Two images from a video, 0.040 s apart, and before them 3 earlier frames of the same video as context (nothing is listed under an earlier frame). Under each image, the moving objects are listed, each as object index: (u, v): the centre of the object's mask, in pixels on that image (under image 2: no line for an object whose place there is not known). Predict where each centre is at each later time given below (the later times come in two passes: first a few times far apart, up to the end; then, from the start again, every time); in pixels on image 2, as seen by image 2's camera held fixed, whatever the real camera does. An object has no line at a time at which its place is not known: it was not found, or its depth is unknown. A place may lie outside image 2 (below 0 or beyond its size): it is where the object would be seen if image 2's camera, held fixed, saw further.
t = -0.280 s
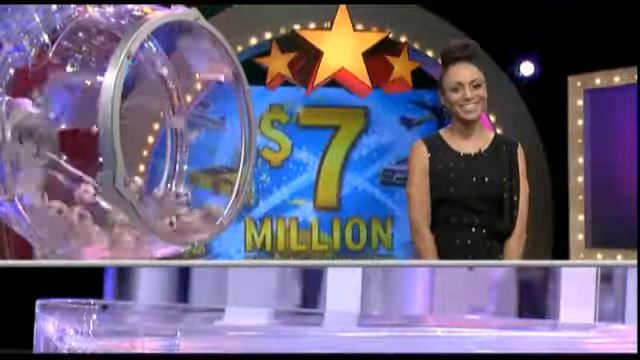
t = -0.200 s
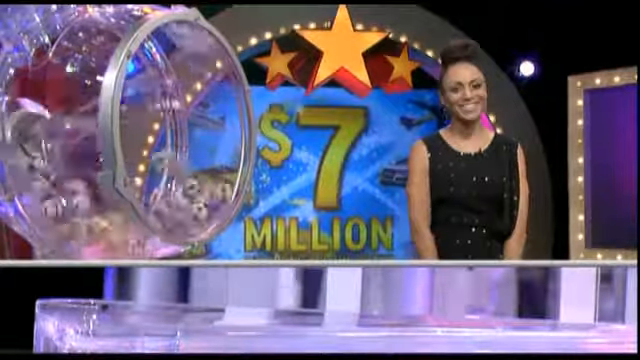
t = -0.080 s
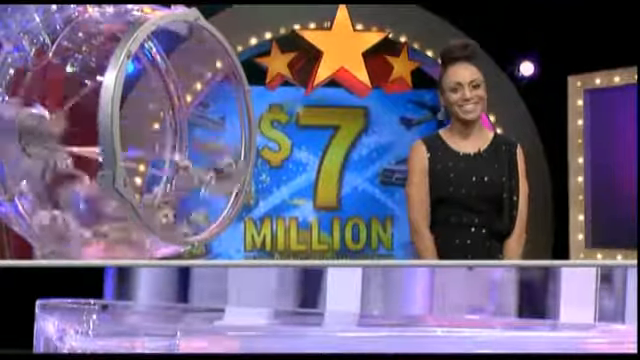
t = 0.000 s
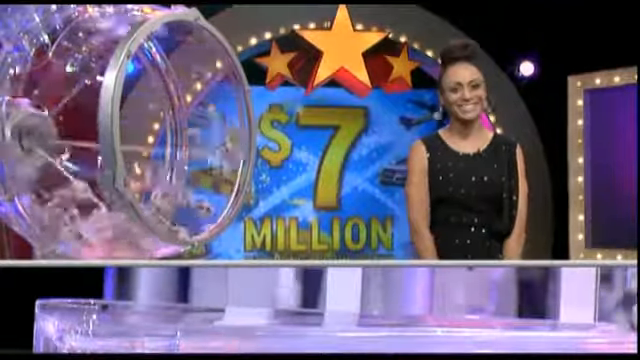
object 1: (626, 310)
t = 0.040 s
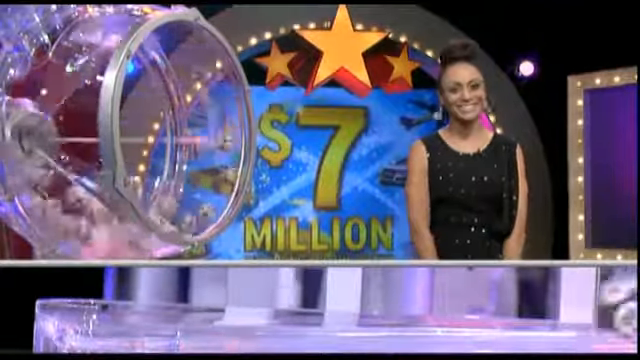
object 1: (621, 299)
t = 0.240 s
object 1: (530, 302)
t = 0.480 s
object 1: (390, 301)
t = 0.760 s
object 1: (215, 303)
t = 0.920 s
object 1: (97, 302)
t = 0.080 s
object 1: (608, 302)
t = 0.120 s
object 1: (593, 306)
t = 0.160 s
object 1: (576, 302)
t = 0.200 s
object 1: (554, 304)
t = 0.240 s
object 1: (530, 302)
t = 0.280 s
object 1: (510, 303)
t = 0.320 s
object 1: (490, 303)
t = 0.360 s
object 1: (467, 302)
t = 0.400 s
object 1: (441, 301)
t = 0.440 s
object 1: (419, 302)
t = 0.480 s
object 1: (390, 301)
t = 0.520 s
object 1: (368, 303)
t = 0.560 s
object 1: (343, 303)
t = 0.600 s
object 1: (315, 304)
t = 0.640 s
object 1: (291, 303)
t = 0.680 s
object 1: (267, 301)
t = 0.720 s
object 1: (239, 304)
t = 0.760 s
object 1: (215, 303)
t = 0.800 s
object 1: (182, 303)
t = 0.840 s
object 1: (153, 305)
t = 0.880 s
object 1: (124, 304)
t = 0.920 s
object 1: (97, 302)
